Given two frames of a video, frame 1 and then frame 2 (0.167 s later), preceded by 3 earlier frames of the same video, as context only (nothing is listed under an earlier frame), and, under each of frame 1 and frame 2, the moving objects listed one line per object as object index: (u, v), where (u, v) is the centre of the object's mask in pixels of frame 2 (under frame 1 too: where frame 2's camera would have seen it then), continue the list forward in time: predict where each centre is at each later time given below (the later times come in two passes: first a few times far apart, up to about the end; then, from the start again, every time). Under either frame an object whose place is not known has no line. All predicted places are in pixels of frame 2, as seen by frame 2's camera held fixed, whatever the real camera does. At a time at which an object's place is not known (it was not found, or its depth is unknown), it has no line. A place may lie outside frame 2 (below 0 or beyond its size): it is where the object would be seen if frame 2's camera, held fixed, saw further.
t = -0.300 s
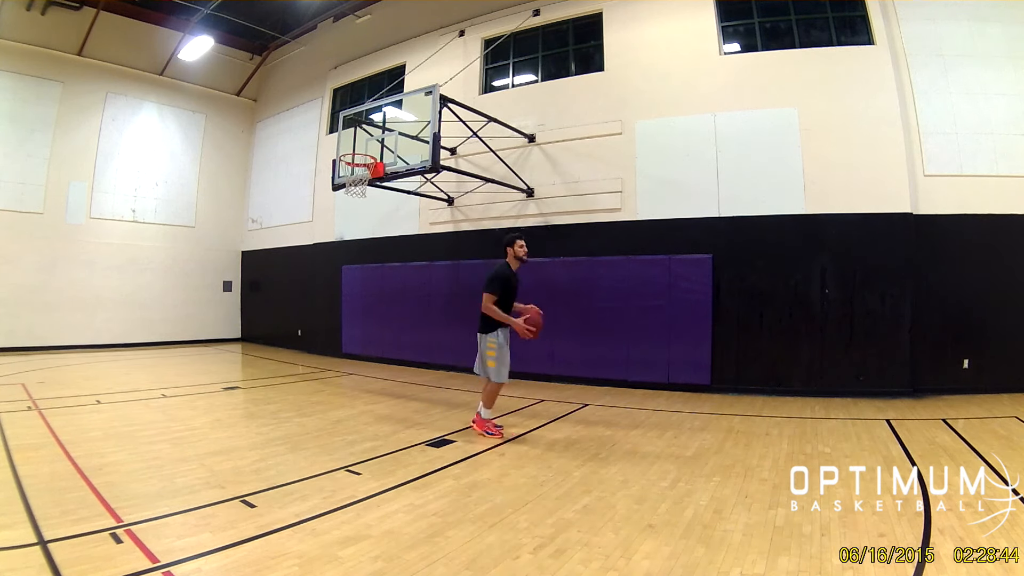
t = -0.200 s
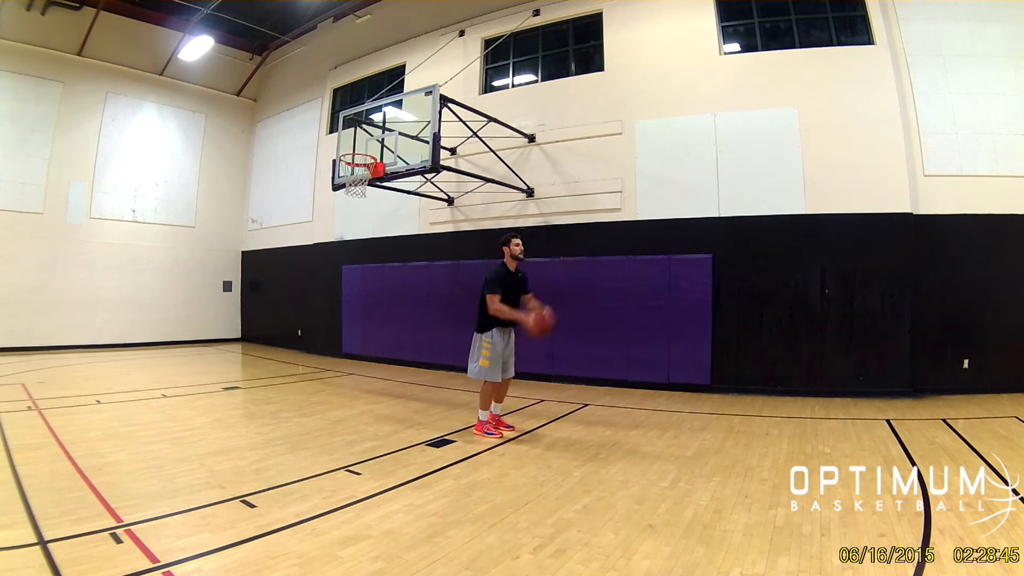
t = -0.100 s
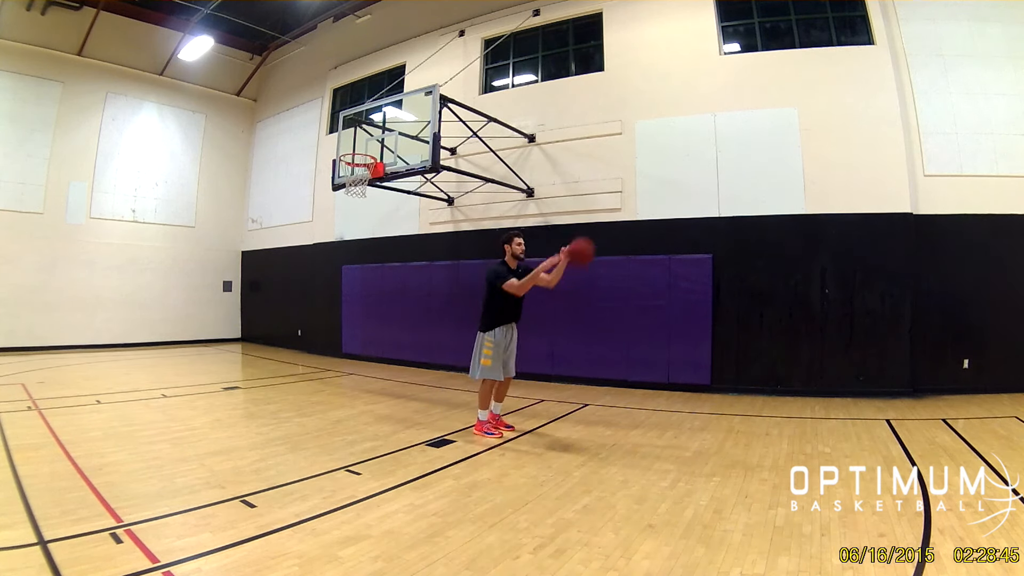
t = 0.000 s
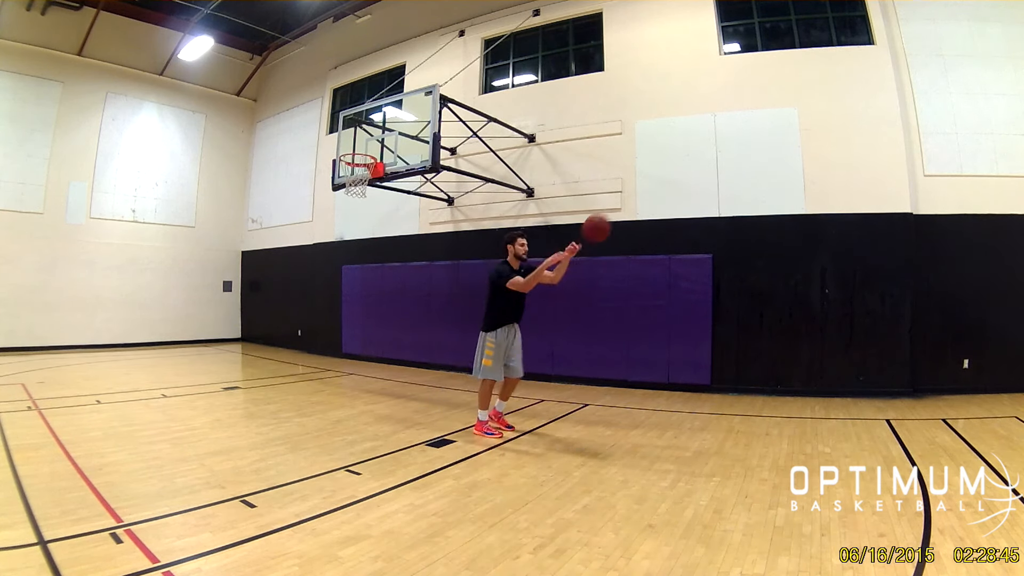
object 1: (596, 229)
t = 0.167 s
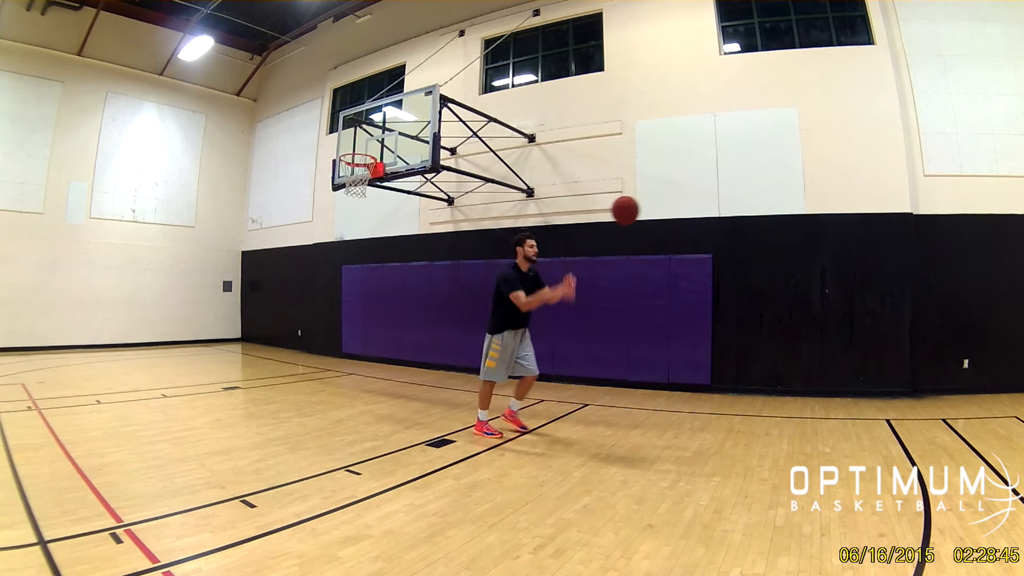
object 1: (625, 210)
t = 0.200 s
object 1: (631, 210)
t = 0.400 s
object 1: (667, 239)
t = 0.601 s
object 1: (705, 320)
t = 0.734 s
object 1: (729, 398)
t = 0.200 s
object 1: (631, 210)
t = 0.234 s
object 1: (637, 212)
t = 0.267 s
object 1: (643, 215)
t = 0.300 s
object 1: (649, 220)
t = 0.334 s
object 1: (655, 225)
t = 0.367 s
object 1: (661, 232)
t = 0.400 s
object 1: (667, 239)
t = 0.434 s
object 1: (674, 248)
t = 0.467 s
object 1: (680, 259)
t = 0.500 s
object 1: (685, 272)
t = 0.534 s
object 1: (692, 286)
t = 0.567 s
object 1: (699, 302)
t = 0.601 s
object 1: (705, 320)
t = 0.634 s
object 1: (712, 338)
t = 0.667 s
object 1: (718, 359)
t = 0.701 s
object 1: (724, 377)
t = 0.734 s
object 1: (729, 398)
